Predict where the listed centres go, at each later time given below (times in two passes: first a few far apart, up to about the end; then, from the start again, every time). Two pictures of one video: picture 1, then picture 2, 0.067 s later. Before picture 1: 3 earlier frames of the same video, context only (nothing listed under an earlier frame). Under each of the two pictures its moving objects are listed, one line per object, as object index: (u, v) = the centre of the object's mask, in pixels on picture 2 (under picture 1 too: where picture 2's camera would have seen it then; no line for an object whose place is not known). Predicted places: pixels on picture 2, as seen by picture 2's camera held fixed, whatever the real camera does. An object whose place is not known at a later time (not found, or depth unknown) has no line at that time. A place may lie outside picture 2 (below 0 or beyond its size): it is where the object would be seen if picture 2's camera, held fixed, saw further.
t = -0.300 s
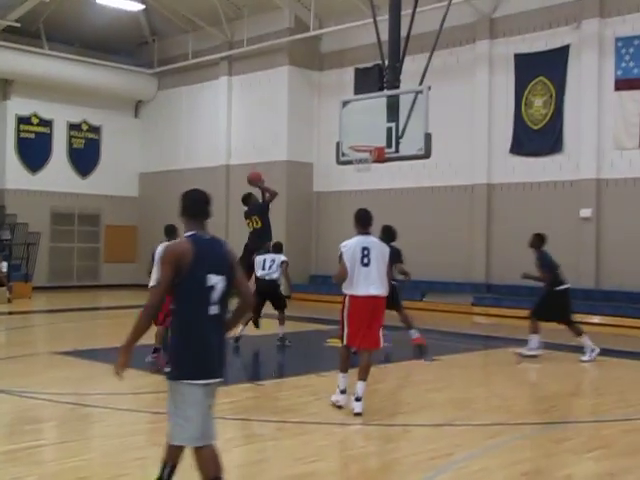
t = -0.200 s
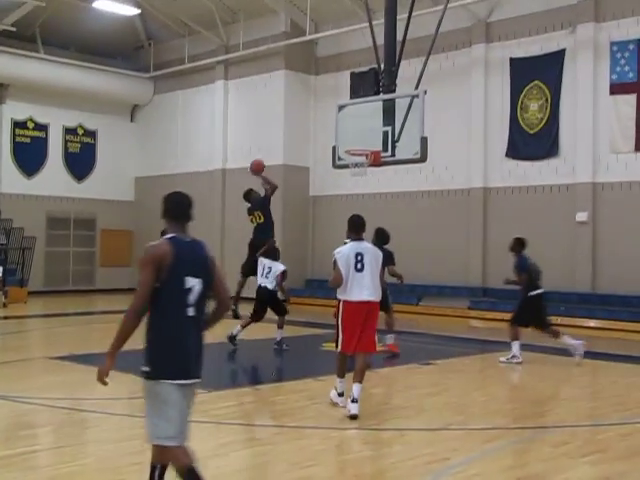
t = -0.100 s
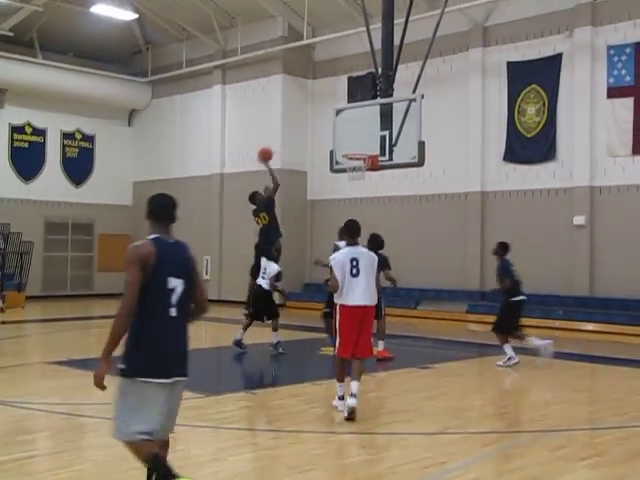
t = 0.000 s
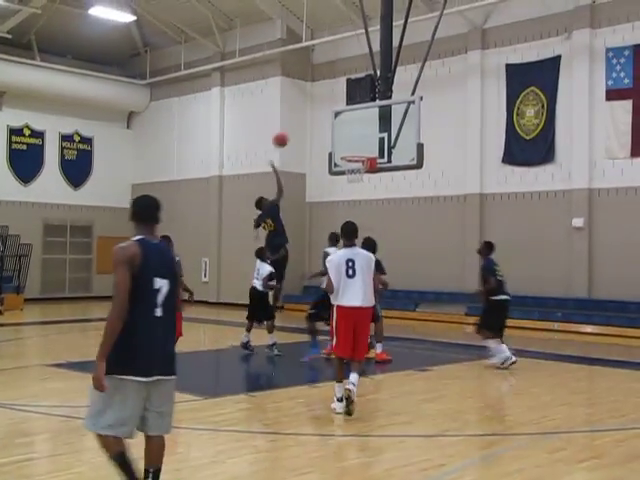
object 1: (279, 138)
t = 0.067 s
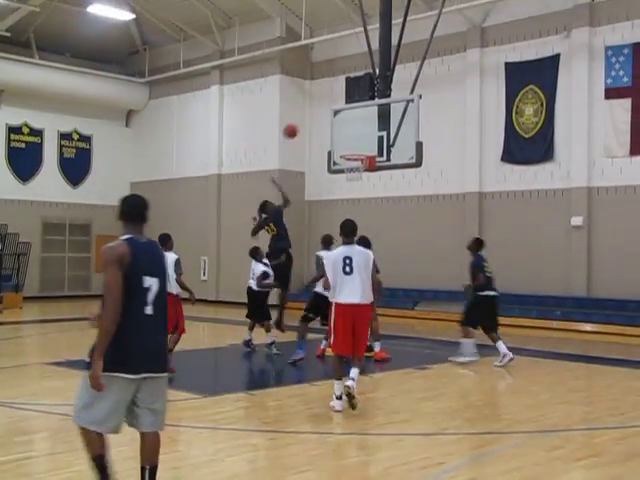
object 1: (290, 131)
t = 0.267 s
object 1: (323, 124)
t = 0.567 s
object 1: (355, 149)
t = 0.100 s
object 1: (296, 128)
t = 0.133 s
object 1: (301, 126)
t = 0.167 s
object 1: (307, 124)
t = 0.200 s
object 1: (312, 124)
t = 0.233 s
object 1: (317, 123)
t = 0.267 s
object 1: (323, 124)
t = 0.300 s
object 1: (328, 126)
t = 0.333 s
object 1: (333, 128)
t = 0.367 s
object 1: (339, 131)
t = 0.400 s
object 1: (344, 134)
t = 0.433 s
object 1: (349, 138)
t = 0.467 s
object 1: (355, 143)
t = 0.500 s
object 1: (360, 148)
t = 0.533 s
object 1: (362, 151)
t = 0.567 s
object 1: (355, 149)
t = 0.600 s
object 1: (349, 147)
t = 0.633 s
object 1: (343, 146)
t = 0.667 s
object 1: (337, 145)
